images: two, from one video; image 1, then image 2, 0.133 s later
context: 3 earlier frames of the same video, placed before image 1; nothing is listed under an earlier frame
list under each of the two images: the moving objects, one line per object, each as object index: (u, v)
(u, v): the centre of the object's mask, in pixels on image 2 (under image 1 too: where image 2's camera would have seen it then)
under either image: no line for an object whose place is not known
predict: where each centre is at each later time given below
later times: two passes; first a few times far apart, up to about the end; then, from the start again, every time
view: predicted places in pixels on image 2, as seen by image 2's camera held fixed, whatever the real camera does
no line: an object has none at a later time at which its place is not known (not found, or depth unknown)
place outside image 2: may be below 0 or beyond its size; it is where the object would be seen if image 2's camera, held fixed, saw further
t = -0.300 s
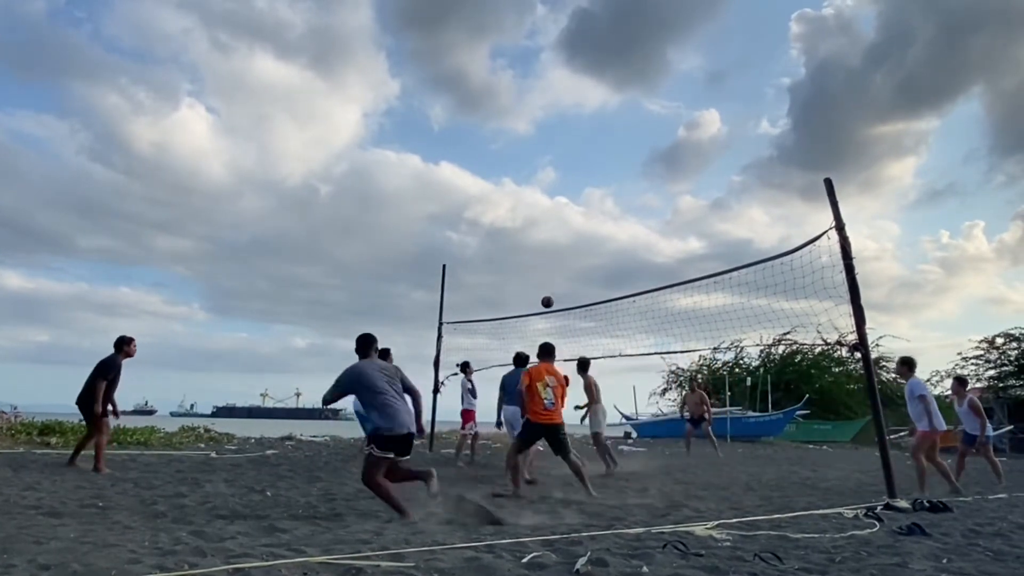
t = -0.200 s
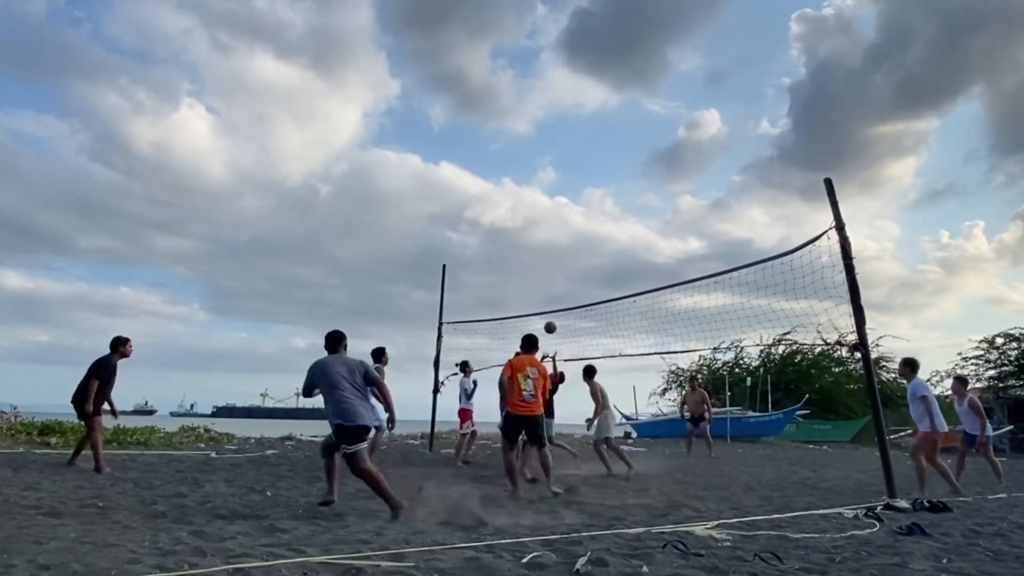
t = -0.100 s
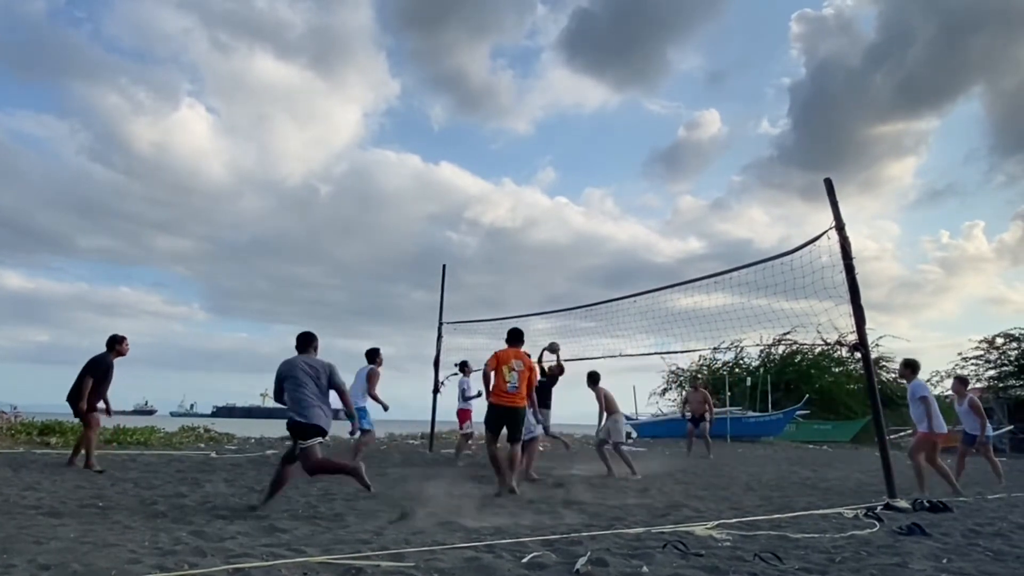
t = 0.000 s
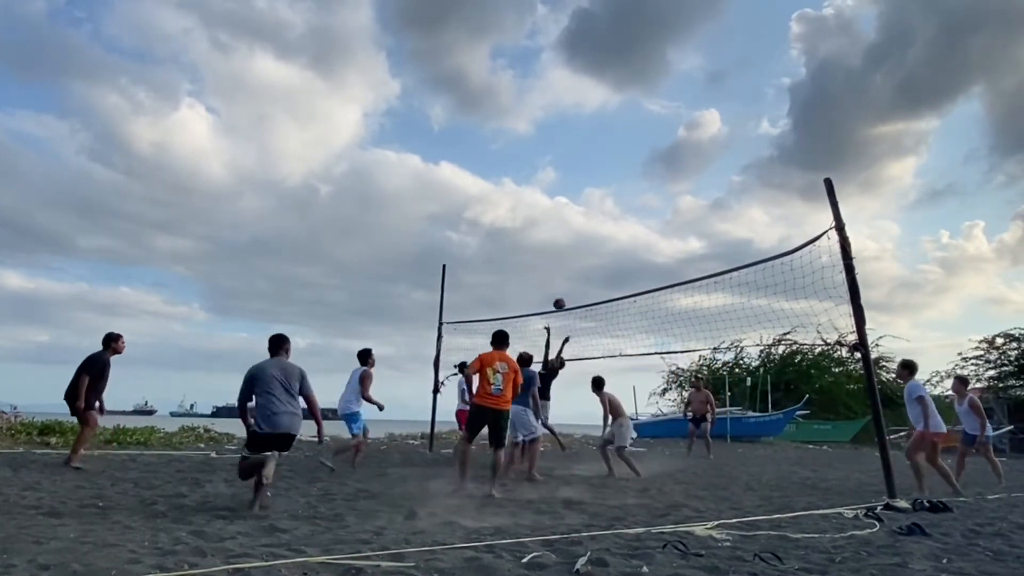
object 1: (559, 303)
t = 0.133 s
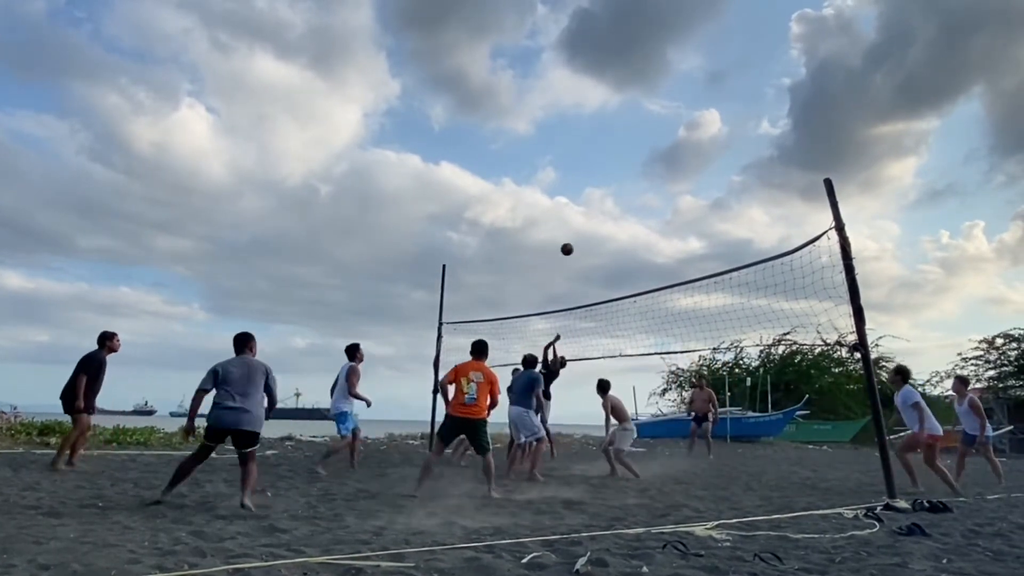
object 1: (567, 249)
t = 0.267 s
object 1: (575, 204)
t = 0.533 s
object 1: (594, 144)
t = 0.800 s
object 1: (616, 126)
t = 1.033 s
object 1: (639, 148)
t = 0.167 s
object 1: (569, 237)
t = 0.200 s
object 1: (571, 225)
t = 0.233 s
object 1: (573, 214)
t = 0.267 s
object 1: (575, 204)
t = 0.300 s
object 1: (577, 195)
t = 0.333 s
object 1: (580, 186)
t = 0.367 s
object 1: (582, 177)
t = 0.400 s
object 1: (584, 169)
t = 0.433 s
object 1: (587, 162)
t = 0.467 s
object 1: (589, 156)
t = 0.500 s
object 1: (592, 150)
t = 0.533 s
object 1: (594, 144)
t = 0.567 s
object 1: (597, 140)
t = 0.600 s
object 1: (599, 136)
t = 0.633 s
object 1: (602, 132)
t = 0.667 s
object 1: (605, 130)
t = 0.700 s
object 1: (607, 128)
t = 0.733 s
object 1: (610, 127)
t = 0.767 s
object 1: (613, 126)
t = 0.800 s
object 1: (616, 126)
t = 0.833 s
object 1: (619, 127)
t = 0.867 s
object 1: (622, 129)
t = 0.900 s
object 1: (625, 131)
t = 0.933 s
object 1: (628, 134)
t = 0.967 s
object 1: (632, 138)
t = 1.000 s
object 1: (635, 143)
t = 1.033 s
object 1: (639, 148)
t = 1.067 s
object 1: (642, 155)
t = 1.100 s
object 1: (646, 162)
